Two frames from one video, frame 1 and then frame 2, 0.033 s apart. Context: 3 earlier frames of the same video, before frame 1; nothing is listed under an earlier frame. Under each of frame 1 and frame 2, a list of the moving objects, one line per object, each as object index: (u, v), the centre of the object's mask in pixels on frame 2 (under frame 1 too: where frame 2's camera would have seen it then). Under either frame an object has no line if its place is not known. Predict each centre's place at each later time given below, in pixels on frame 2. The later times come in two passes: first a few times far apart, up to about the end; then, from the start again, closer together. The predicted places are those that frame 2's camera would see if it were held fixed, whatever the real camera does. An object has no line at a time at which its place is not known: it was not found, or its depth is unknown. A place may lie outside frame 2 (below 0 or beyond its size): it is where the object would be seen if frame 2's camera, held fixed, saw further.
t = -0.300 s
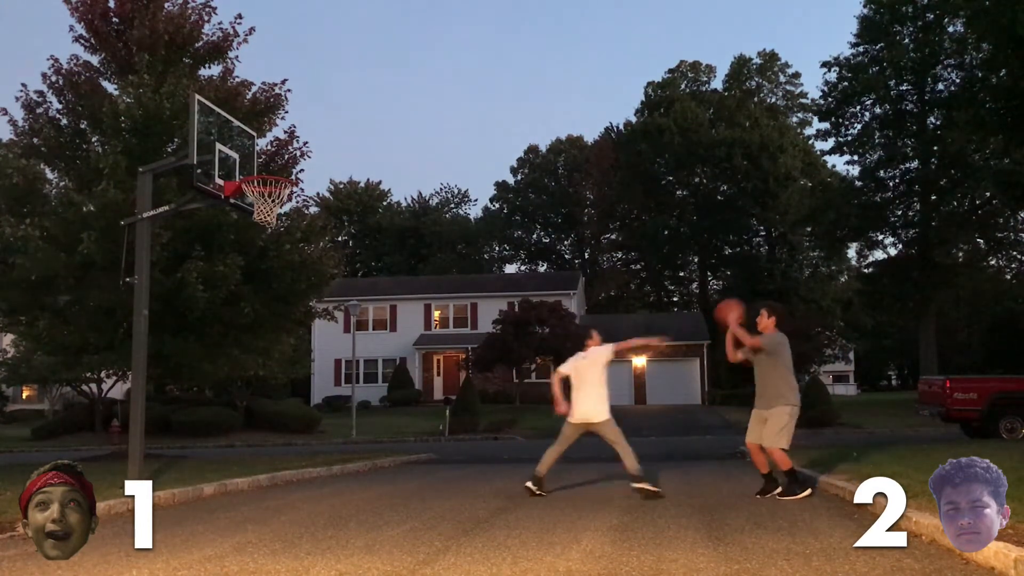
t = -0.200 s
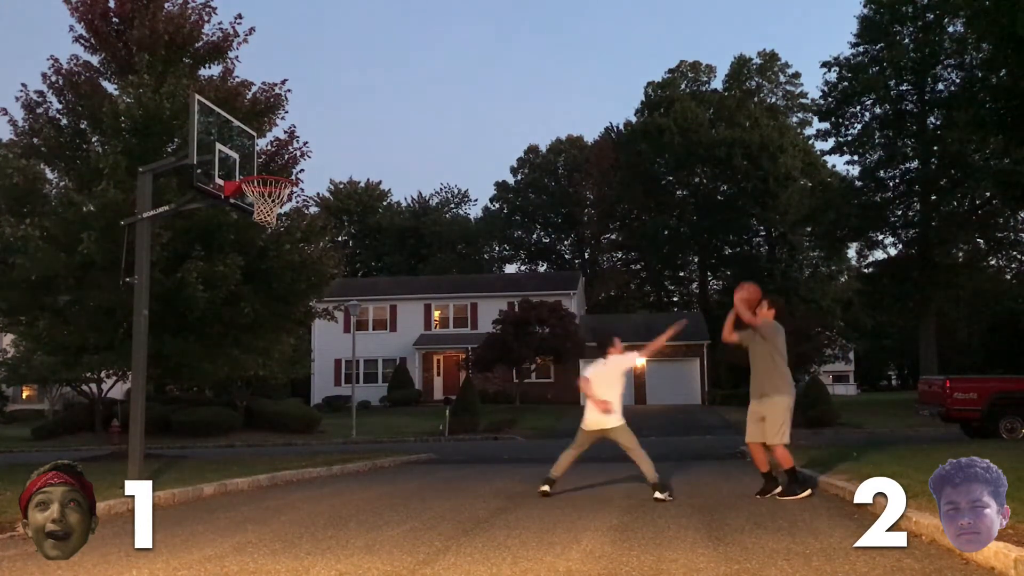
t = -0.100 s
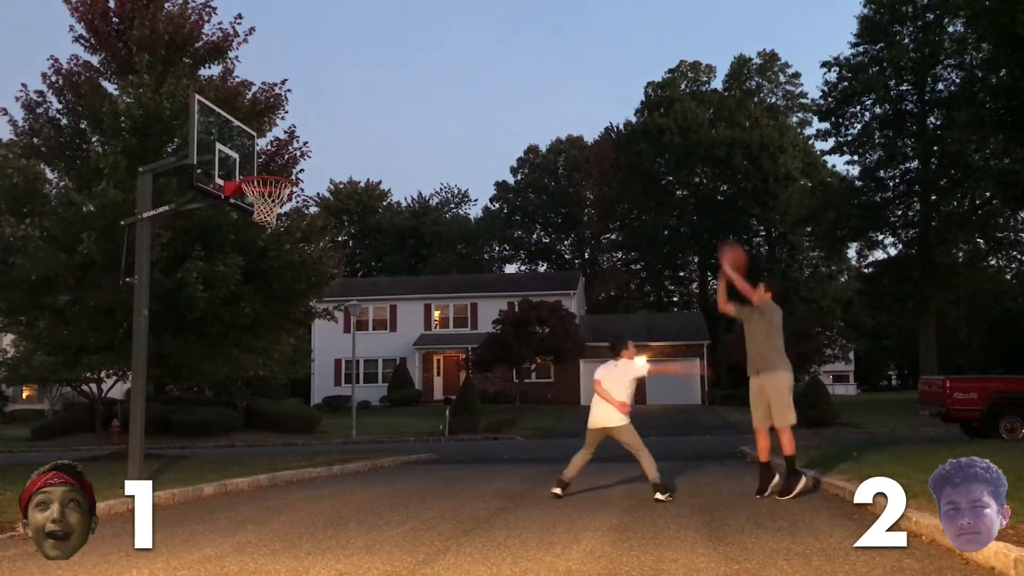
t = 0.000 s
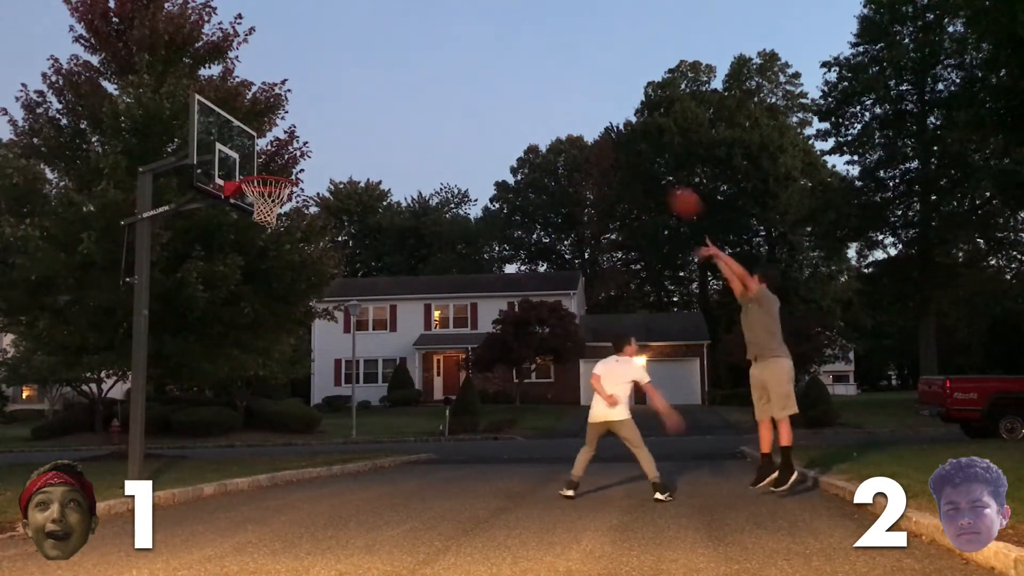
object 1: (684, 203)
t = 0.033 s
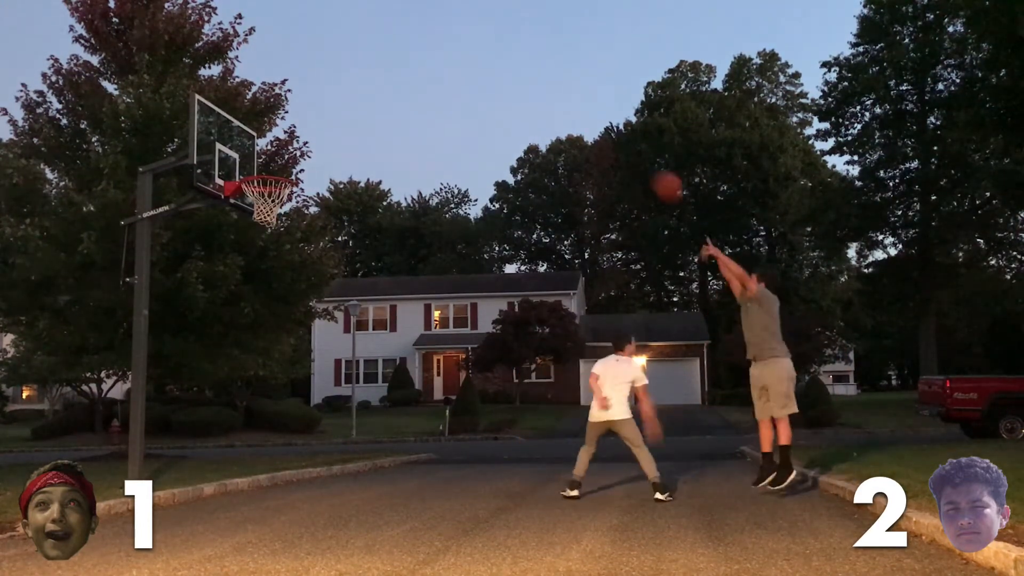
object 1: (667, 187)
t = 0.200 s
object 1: (584, 123)
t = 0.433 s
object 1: (474, 85)
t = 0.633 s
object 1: (387, 97)
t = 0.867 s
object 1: (286, 161)
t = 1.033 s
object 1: (257, 190)
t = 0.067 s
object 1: (650, 171)
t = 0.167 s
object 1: (601, 133)
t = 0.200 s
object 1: (584, 123)
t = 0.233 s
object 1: (568, 114)
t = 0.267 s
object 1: (552, 106)
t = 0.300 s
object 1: (536, 100)
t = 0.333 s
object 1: (520, 94)
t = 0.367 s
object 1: (505, 90)
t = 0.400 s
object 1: (489, 87)
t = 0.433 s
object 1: (474, 85)
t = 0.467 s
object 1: (459, 84)
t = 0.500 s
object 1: (444, 85)
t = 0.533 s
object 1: (430, 86)
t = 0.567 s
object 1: (415, 89)
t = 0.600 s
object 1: (401, 92)
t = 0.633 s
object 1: (387, 97)
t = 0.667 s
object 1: (372, 103)
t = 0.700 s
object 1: (358, 110)
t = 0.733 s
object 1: (343, 118)
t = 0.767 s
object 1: (329, 127)
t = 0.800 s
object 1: (316, 137)
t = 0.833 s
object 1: (301, 149)
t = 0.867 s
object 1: (286, 161)
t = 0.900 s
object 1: (275, 171)
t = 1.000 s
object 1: (255, 190)
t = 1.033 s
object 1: (257, 190)
